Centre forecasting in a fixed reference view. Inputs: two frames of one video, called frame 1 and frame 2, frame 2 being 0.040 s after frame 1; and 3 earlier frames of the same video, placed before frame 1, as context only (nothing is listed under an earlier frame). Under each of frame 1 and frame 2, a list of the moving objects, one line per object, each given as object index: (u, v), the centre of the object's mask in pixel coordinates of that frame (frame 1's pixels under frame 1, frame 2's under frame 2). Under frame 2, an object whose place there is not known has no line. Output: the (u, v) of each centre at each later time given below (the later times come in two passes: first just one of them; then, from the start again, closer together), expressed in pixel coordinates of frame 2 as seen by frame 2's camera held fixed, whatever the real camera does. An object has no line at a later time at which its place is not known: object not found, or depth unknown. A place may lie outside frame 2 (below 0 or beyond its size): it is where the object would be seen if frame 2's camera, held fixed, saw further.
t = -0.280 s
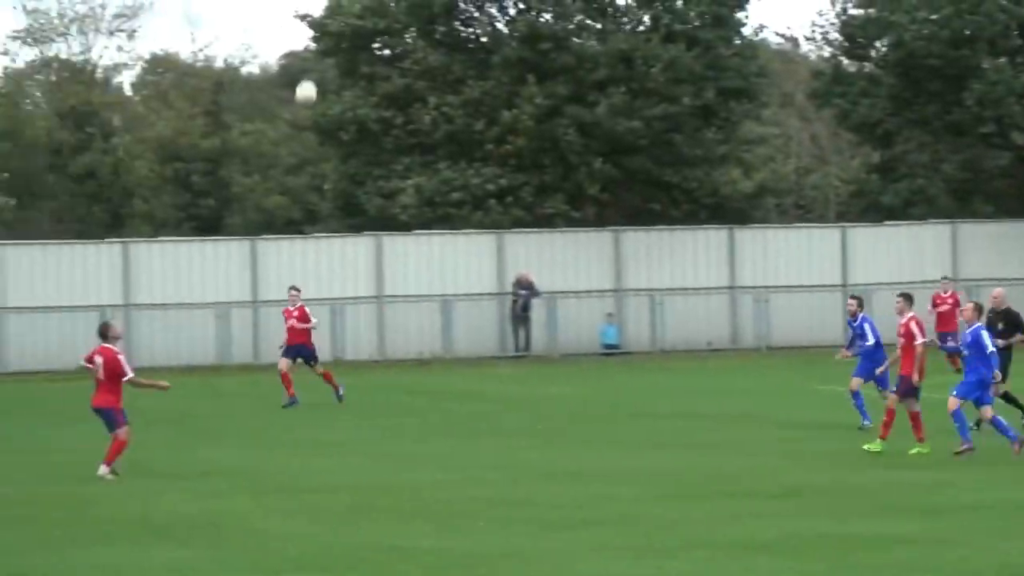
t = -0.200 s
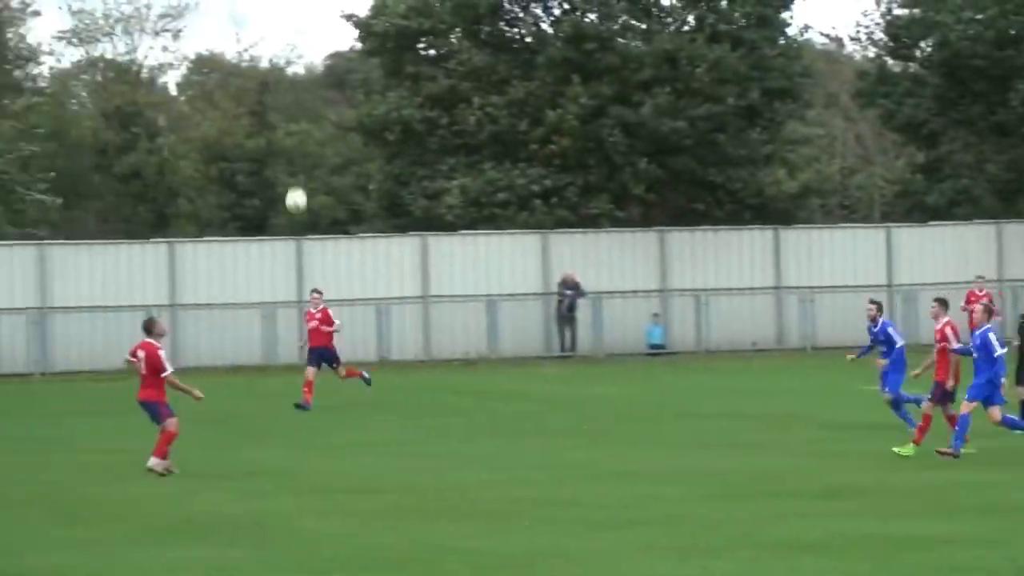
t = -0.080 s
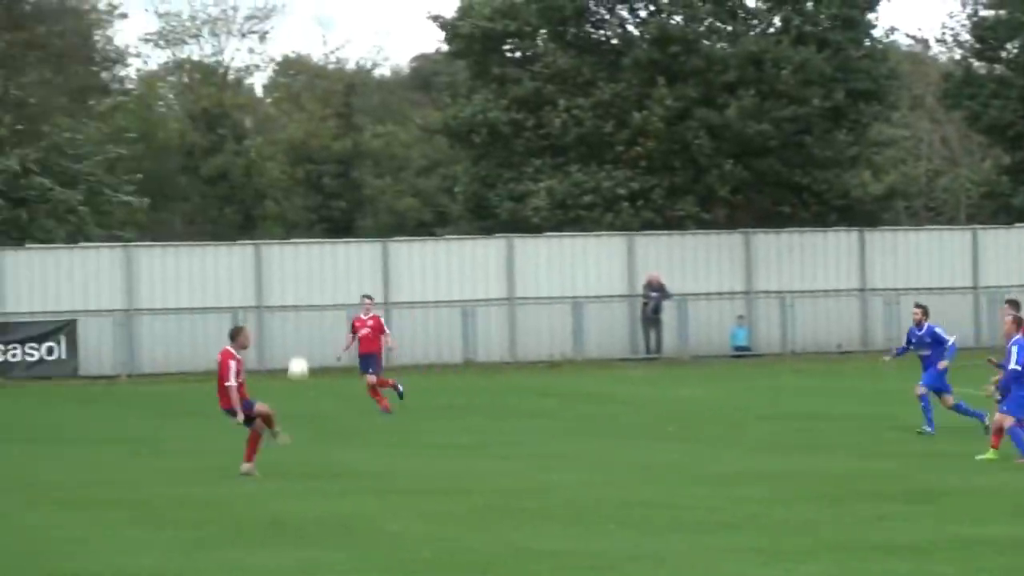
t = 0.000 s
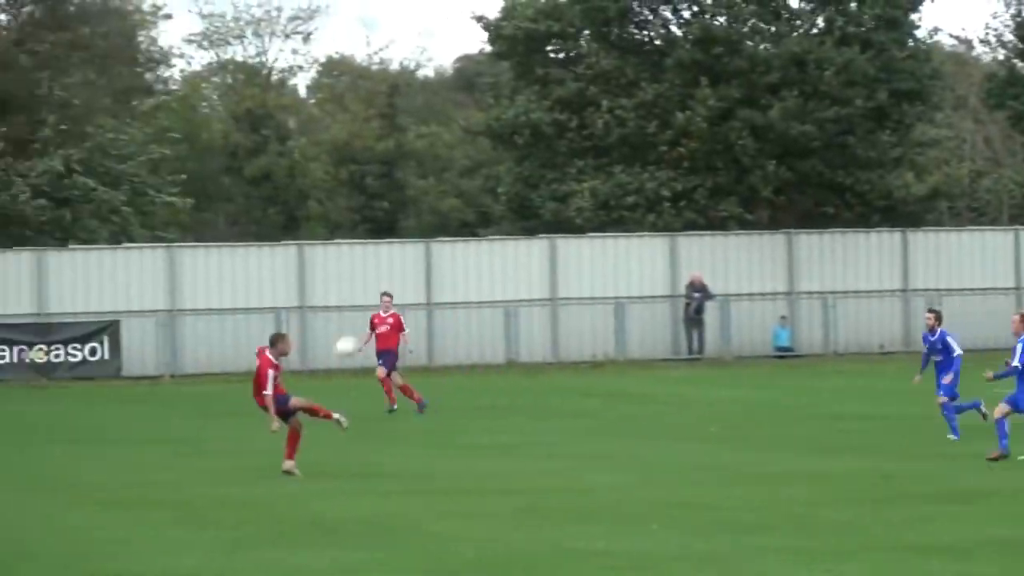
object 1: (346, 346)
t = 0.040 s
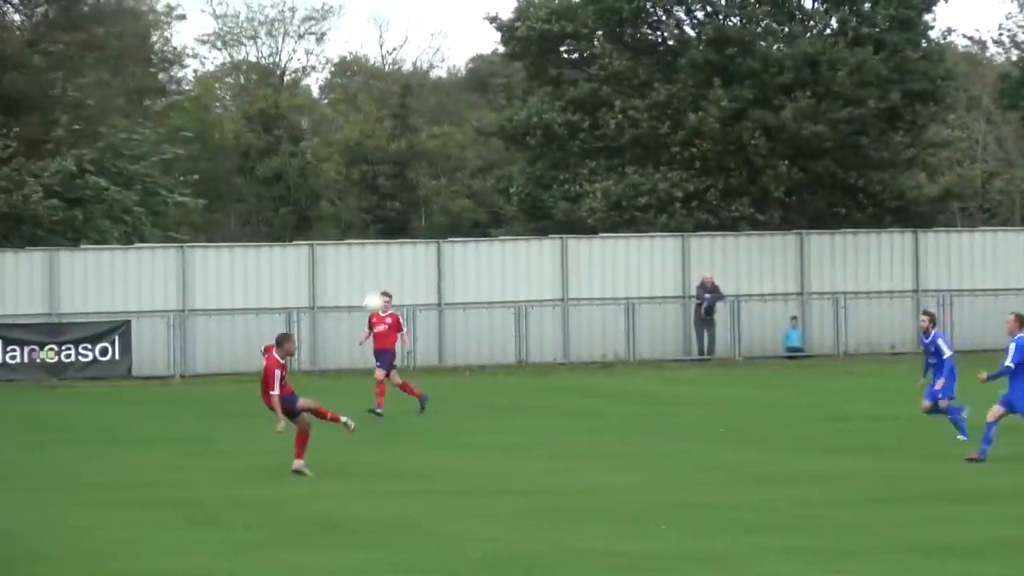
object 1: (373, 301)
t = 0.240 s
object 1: (456, 110)
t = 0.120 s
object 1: (407, 221)
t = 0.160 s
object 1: (424, 183)
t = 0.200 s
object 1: (440, 146)
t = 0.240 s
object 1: (456, 110)
